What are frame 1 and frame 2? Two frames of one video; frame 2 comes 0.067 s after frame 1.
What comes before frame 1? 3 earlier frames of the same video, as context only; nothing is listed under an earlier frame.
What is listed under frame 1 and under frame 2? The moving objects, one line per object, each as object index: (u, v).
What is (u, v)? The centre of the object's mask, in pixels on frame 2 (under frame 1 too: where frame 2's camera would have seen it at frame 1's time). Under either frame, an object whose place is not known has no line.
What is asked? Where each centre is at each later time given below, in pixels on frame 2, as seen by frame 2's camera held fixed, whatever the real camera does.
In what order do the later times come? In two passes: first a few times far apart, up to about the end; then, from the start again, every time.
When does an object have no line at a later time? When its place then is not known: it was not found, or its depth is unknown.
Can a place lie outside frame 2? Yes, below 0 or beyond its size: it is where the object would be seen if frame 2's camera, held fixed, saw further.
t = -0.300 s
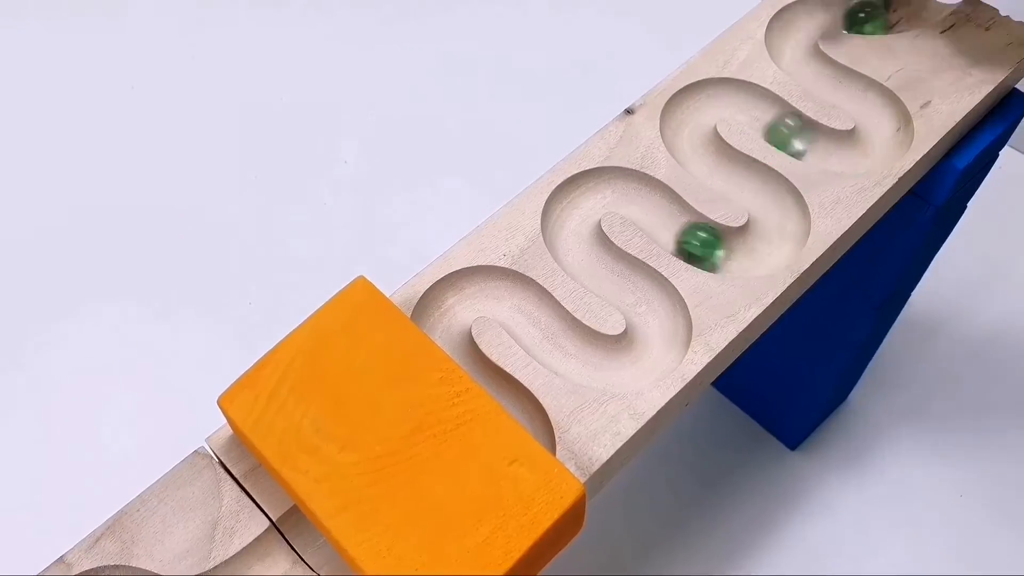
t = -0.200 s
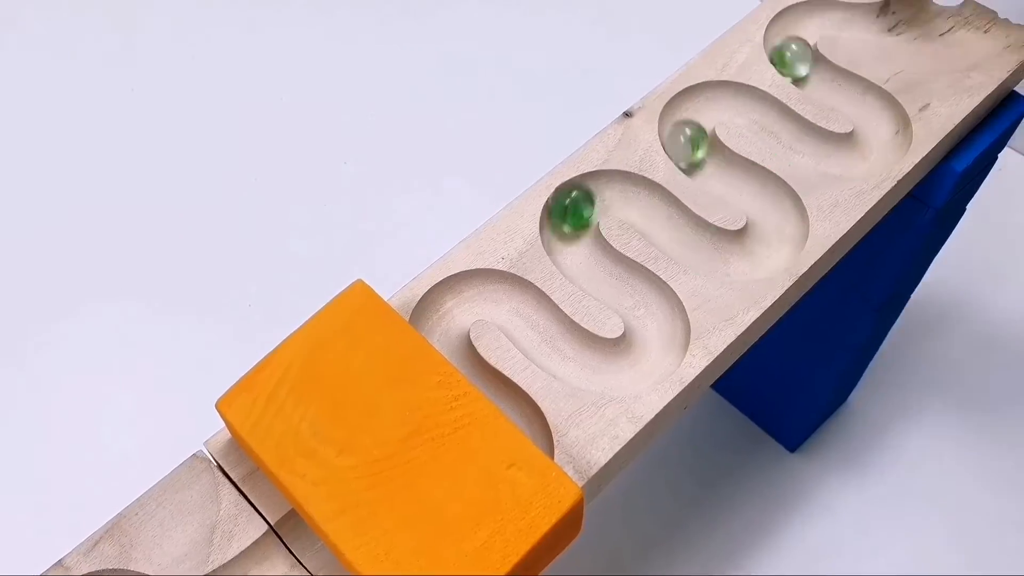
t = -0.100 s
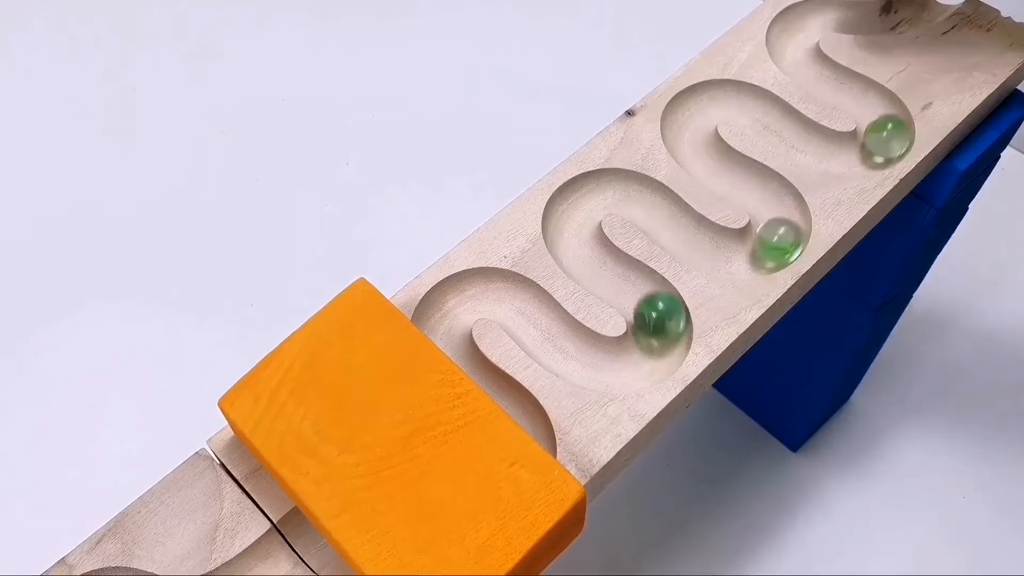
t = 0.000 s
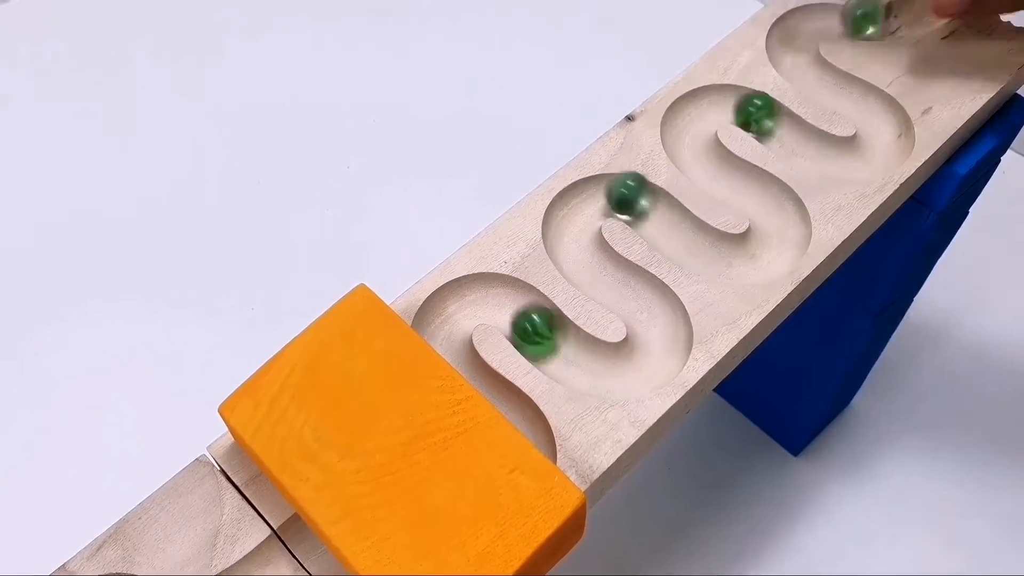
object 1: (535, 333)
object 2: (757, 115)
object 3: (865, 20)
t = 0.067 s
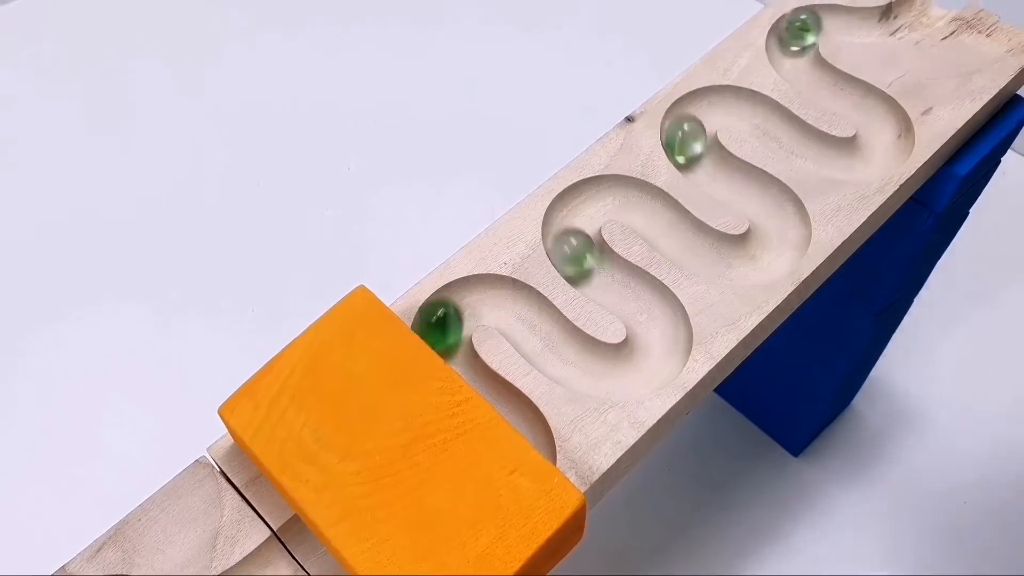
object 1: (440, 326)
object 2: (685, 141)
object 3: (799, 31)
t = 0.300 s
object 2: (600, 195)
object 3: (776, 130)
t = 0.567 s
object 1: (528, 427)
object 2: (478, 300)
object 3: (667, 230)
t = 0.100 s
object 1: (461, 362)
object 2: (722, 178)
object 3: (791, 56)
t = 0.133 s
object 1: (487, 387)
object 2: (773, 204)
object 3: (820, 84)
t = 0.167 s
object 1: (516, 413)
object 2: (777, 242)
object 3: (862, 104)
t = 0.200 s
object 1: (535, 433)
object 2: (745, 264)
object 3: (889, 132)
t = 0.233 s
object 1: (535, 433)
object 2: (691, 249)
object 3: (871, 159)
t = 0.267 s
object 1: (529, 428)
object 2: (649, 212)
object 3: (822, 157)
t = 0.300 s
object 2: (600, 195)
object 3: (776, 130)
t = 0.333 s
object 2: (566, 232)
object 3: (735, 104)
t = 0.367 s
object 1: (517, 414)
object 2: (594, 275)
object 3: (690, 120)
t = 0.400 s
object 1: (530, 428)
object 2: (648, 304)
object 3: (697, 158)
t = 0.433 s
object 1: (533, 431)
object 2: (660, 349)
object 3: (745, 189)
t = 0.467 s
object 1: (531, 429)
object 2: (622, 376)
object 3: (779, 219)
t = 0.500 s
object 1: (527, 425)
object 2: (565, 358)
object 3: (773, 254)
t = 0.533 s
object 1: (527, 425)
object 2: (523, 318)
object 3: (718, 260)
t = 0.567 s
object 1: (528, 427)
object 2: (478, 300)
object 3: (667, 230)
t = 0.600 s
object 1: (527, 427)
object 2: (440, 332)
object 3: (628, 196)
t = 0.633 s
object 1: (533, 431)
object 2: (456, 359)
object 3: (580, 203)
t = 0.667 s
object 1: (533, 432)
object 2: (461, 364)
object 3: (572, 251)
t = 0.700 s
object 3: (615, 288)
